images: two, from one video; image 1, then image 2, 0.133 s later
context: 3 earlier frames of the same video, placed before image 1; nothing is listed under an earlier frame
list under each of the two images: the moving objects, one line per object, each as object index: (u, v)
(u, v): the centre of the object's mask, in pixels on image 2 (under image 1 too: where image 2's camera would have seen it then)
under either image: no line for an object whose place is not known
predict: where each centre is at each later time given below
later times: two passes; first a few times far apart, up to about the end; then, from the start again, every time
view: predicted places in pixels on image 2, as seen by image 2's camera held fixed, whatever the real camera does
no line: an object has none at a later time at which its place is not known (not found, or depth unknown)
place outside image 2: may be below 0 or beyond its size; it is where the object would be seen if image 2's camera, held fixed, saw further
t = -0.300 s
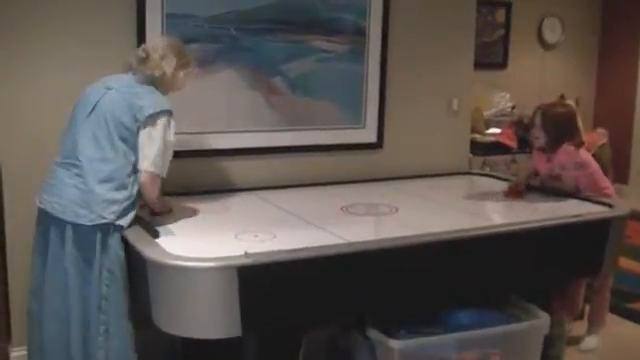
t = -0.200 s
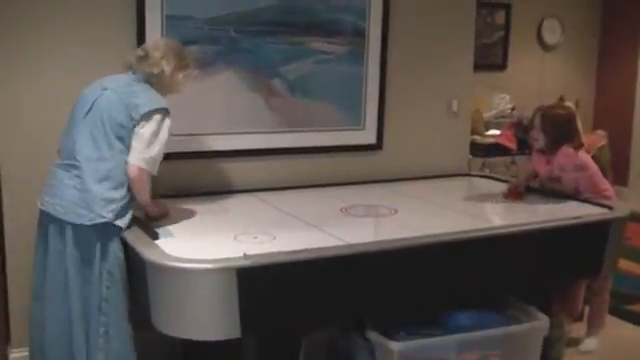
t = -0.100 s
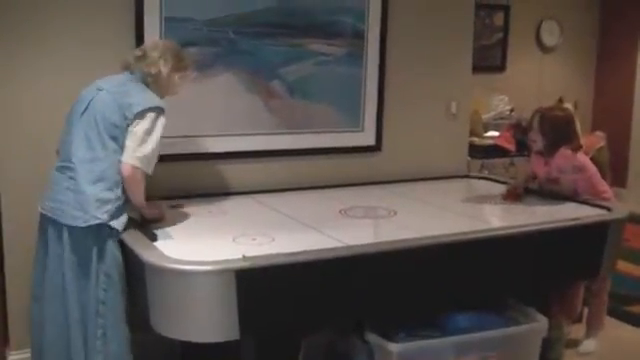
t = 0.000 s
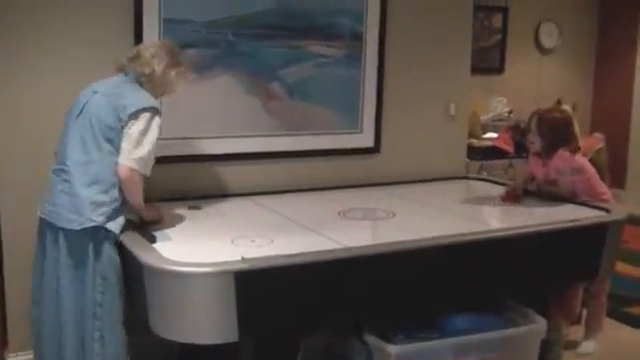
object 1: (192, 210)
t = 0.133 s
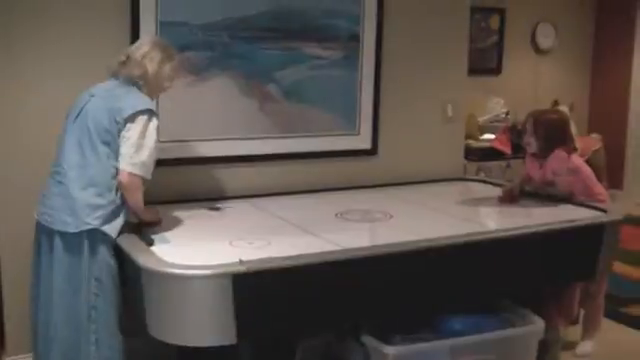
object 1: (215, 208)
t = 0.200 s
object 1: (227, 208)
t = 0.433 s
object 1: (267, 206)
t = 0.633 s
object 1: (301, 205)
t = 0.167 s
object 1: (221, 208)
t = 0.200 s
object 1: (227, 208)
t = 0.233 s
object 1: (233, 208)
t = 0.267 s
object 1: (239, 207)
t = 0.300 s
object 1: (244, 207)
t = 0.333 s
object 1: (250, 207)
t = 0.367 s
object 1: (257, 207)
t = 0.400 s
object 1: (262, 207)
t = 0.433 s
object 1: (267, 206)
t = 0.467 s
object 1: (274, 206)
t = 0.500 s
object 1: (279, 206)
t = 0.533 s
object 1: (285, 205)
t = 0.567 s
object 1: (291, 205)
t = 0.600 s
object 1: (296, 205)
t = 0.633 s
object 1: (301, 205)
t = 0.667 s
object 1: (306, 204)
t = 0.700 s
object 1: (313, 204)
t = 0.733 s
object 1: (318, 204)
